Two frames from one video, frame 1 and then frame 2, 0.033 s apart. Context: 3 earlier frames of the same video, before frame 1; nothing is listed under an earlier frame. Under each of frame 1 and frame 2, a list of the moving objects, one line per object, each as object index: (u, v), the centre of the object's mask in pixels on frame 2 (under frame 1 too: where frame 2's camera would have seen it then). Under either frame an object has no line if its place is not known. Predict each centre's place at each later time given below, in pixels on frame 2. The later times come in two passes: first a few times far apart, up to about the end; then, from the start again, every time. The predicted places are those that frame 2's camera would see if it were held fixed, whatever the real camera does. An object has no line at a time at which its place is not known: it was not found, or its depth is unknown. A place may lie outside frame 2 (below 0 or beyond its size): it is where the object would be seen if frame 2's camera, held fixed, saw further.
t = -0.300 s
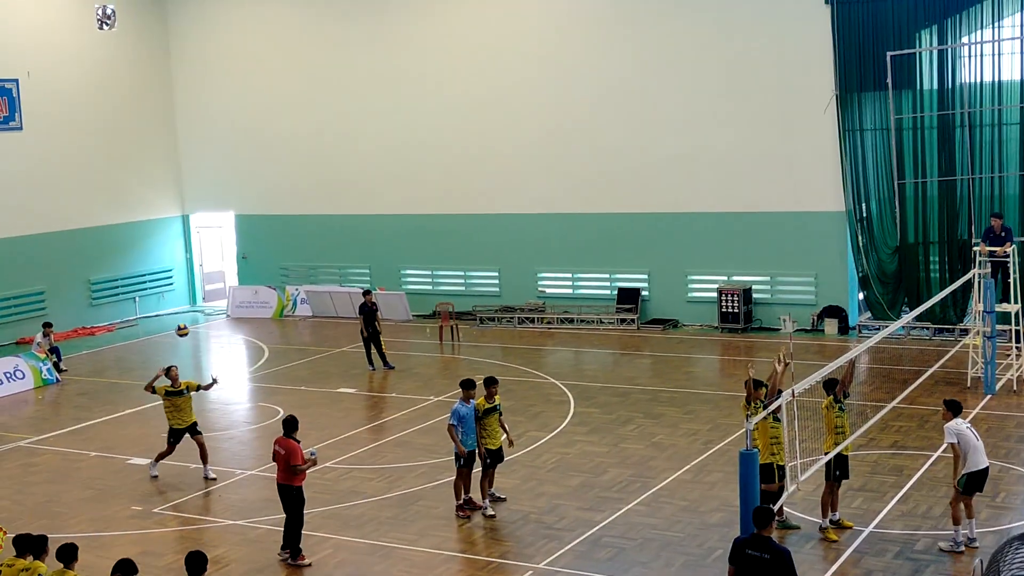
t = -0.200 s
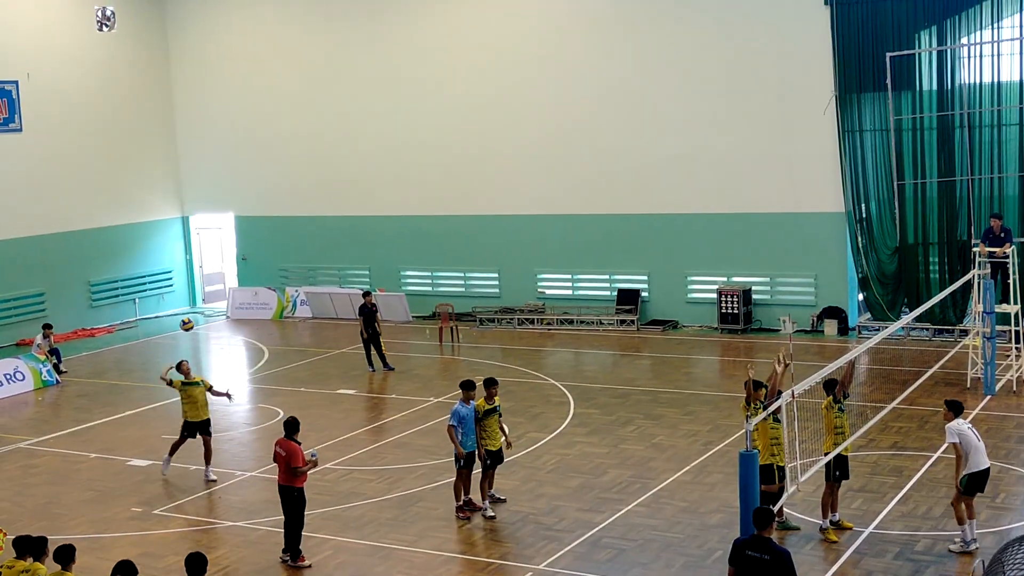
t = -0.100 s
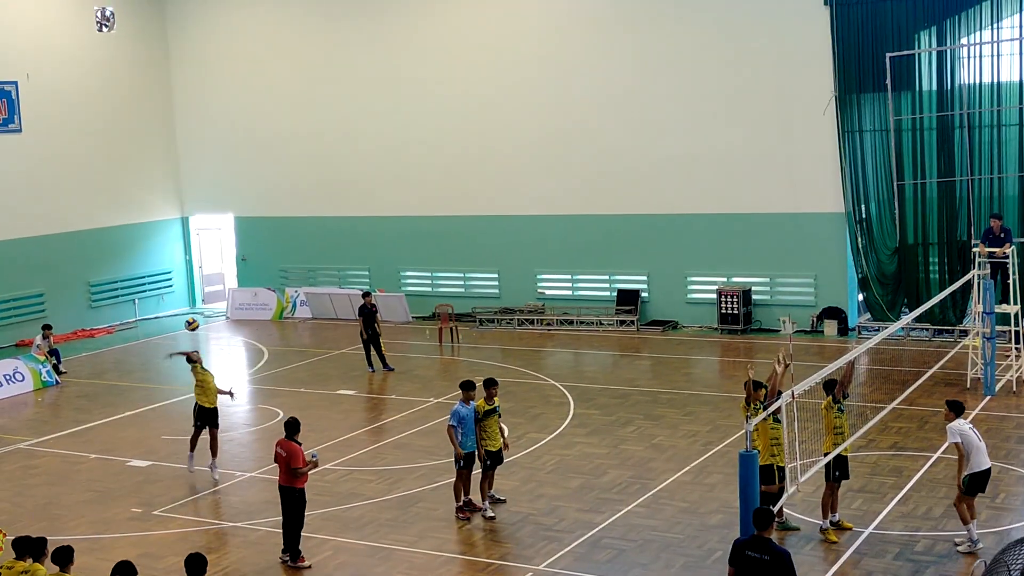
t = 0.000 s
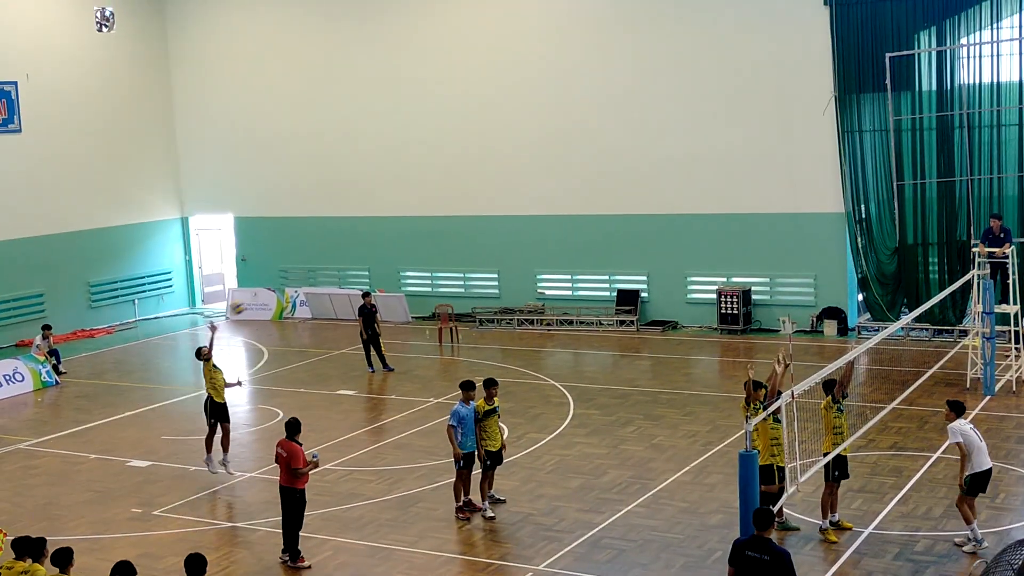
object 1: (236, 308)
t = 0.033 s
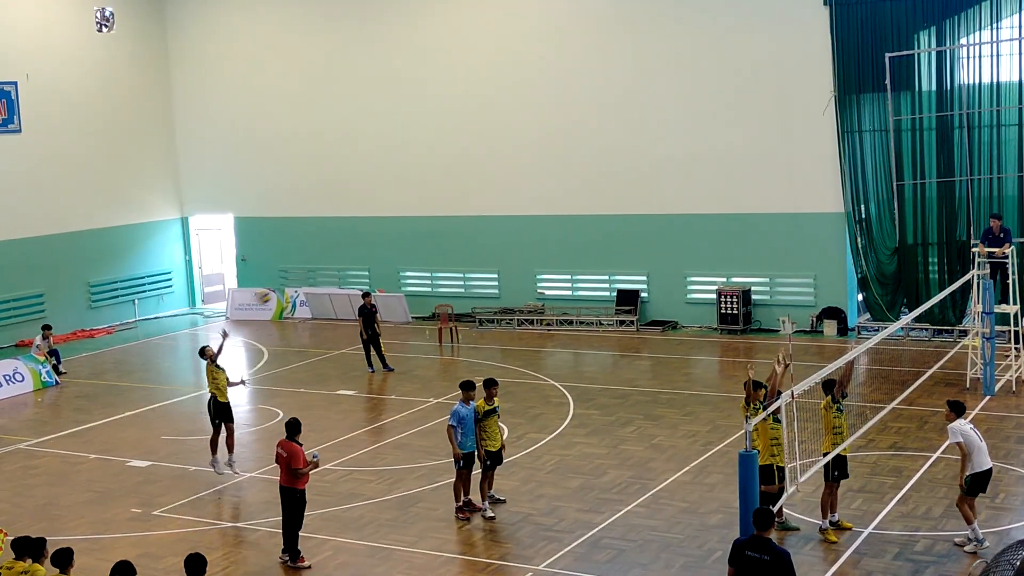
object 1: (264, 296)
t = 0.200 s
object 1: (404, 249)
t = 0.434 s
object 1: (608, 224)
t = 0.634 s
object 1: (791, 233)
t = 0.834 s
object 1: (979, 272)
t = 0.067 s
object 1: (291, 285)
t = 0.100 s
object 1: (319, 274)
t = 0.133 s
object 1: (347, 265)
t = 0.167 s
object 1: (375, 256)
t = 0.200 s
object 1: (404, 249)
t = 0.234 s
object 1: (432, 243)
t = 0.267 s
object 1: (460, 237)
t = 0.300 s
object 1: (490, 233)
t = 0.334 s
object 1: (519, 229)
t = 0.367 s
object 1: (548, 227)
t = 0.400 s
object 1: (579, 225)
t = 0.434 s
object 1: (608, 224)
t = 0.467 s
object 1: (638, 223)
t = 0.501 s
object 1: (669, 224)
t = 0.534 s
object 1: (699, 225)
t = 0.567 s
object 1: (730, 227)
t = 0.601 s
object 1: (762, 230)
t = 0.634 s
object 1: (791, 233)
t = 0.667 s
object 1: (823, 238)
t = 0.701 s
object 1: (854, 243)
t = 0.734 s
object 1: (884, 249)
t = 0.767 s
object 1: (915, 256)
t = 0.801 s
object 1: (947, 264)
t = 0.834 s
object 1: (979, 272)
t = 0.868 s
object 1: (1012, 282)
